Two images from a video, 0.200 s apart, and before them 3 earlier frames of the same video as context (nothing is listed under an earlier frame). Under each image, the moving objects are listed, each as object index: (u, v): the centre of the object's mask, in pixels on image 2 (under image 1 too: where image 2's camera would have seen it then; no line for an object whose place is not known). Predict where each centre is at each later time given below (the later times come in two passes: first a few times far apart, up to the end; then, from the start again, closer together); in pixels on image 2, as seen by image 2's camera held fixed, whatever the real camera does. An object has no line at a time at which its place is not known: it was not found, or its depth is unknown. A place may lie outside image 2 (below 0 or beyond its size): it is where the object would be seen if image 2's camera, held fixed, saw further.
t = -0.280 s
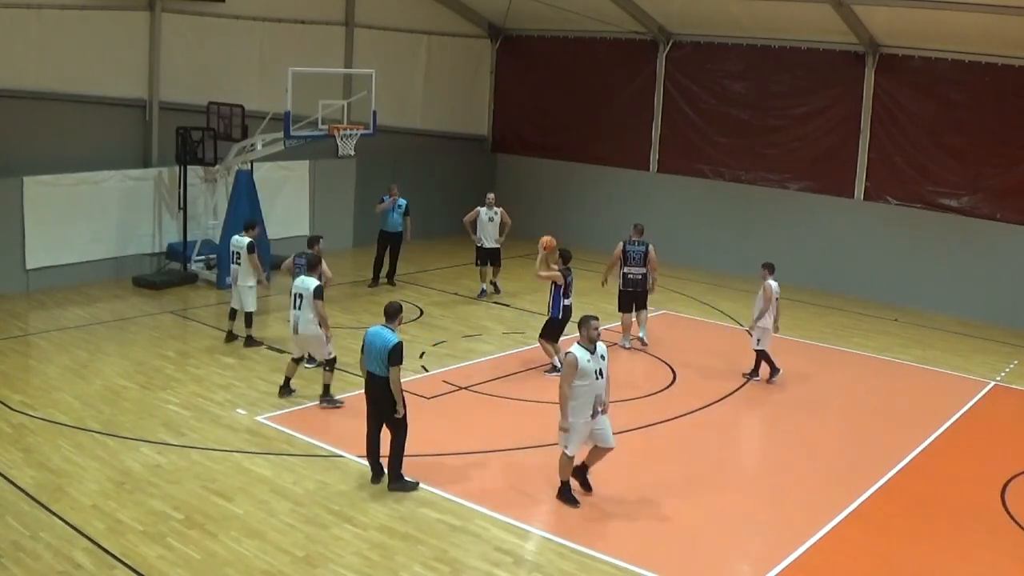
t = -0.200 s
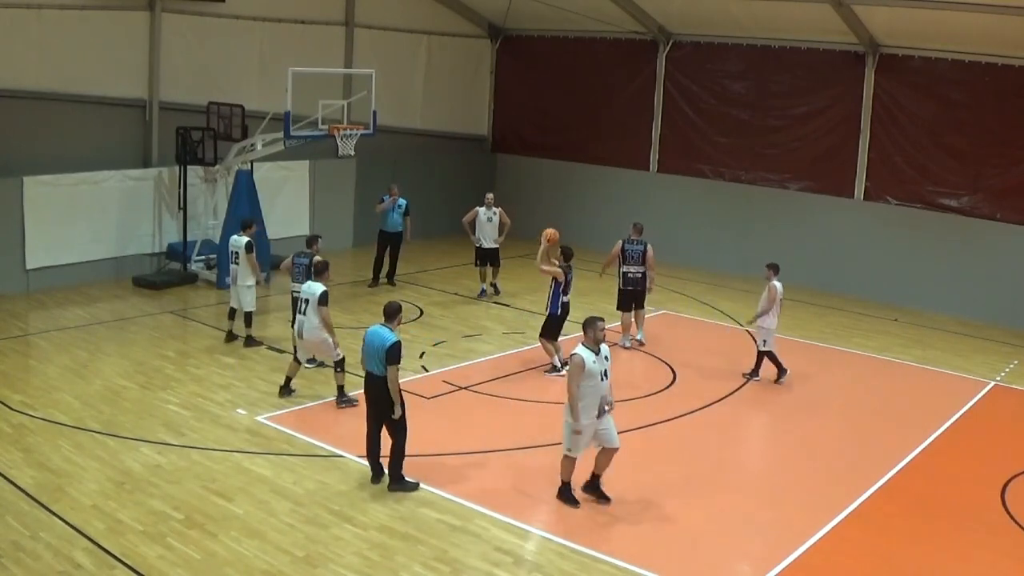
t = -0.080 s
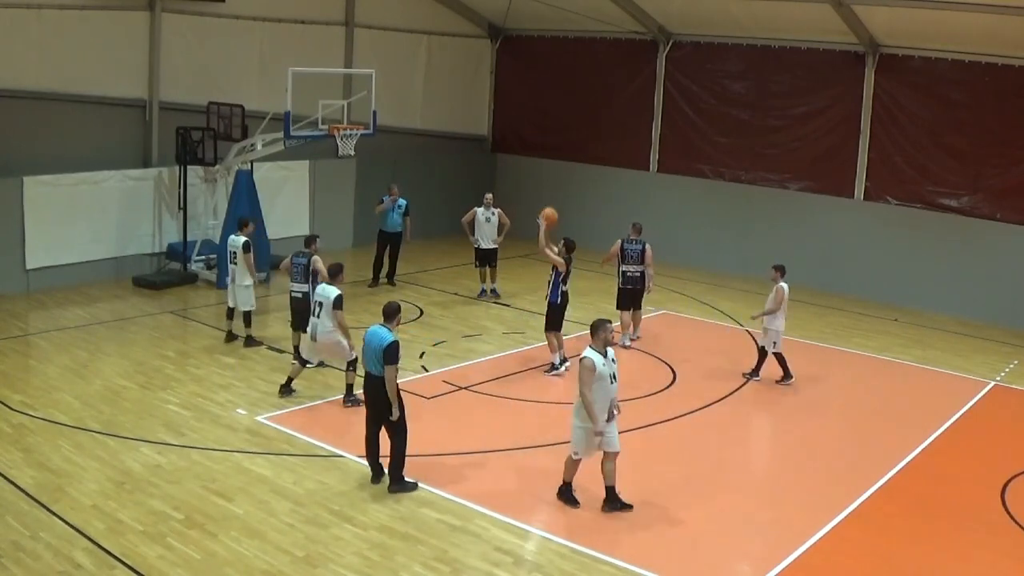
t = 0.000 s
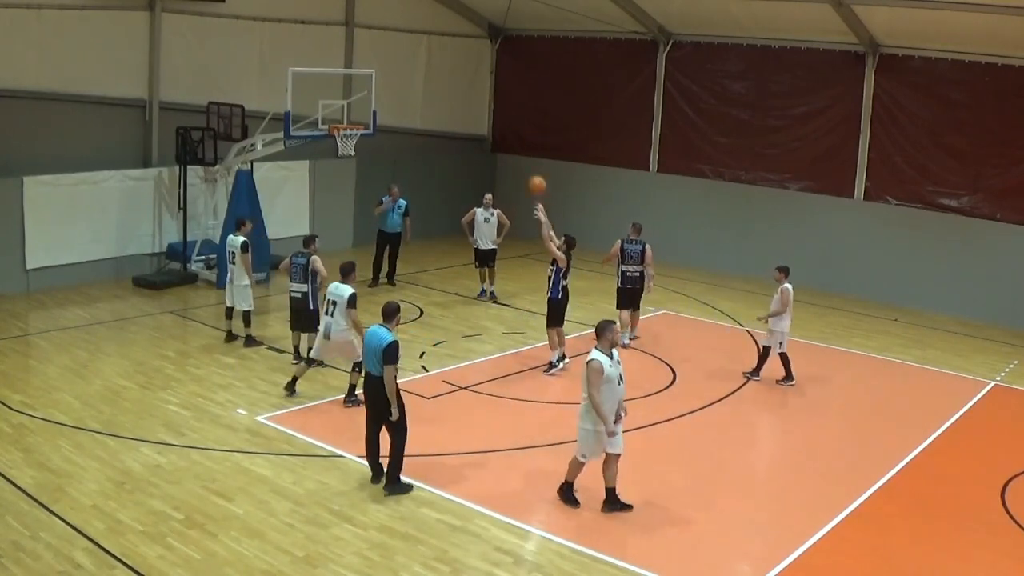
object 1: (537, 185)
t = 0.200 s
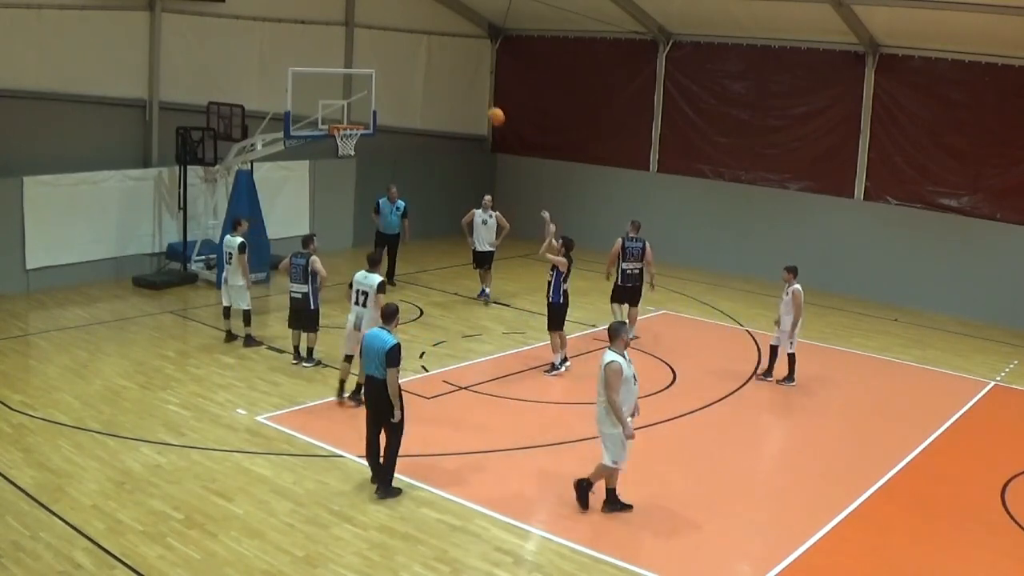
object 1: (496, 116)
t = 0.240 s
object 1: (487, 106)
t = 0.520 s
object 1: (432, 69)
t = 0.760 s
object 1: (388, 79)
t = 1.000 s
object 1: (347, 121)
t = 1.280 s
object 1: (338, 161)
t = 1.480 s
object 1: (337, 203)
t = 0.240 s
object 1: (487, 106)
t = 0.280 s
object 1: (479, 96)
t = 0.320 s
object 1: (471, 89)
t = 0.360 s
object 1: (464, 83)
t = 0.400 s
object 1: (457, 78)
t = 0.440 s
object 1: (447, 74)
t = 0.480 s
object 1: (439, 71)
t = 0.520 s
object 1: (432, 69)
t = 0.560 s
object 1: (424, 68)
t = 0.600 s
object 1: (417, 68)
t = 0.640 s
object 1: (410, 70)
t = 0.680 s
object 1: (403, 72)
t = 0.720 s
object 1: (395, 75)
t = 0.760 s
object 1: (388, 79)
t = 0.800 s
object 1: (381, 85)
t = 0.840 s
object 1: (373, 91)
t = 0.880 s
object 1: (367, 98)
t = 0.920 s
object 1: (360, 106)
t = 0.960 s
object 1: (354, 113)
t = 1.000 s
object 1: (347, 121)
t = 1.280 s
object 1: (338, 161)
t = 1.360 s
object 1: (338, 175)
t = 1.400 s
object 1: (338, 183)
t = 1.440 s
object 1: (338, 194)
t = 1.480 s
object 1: (337, 203)
